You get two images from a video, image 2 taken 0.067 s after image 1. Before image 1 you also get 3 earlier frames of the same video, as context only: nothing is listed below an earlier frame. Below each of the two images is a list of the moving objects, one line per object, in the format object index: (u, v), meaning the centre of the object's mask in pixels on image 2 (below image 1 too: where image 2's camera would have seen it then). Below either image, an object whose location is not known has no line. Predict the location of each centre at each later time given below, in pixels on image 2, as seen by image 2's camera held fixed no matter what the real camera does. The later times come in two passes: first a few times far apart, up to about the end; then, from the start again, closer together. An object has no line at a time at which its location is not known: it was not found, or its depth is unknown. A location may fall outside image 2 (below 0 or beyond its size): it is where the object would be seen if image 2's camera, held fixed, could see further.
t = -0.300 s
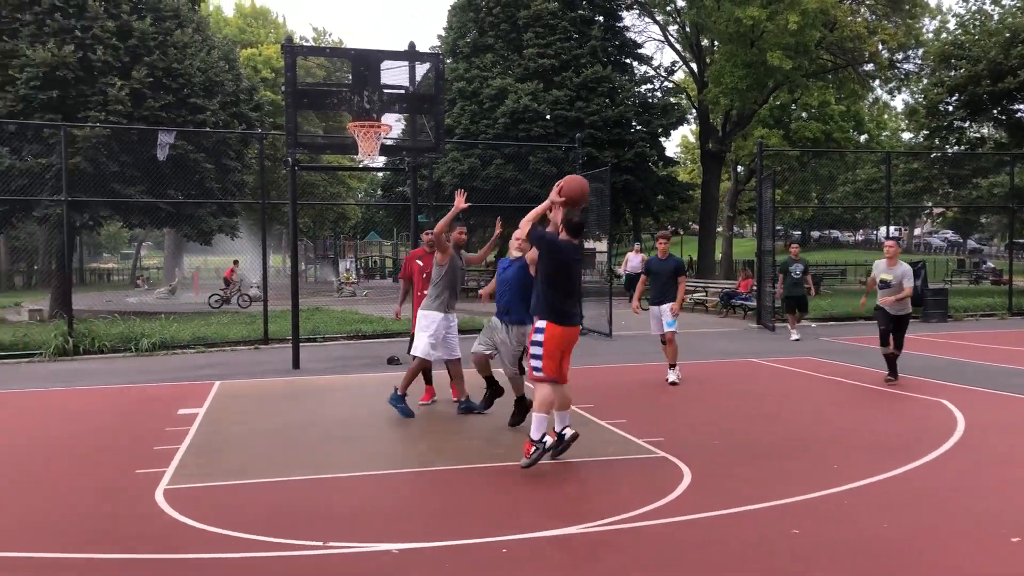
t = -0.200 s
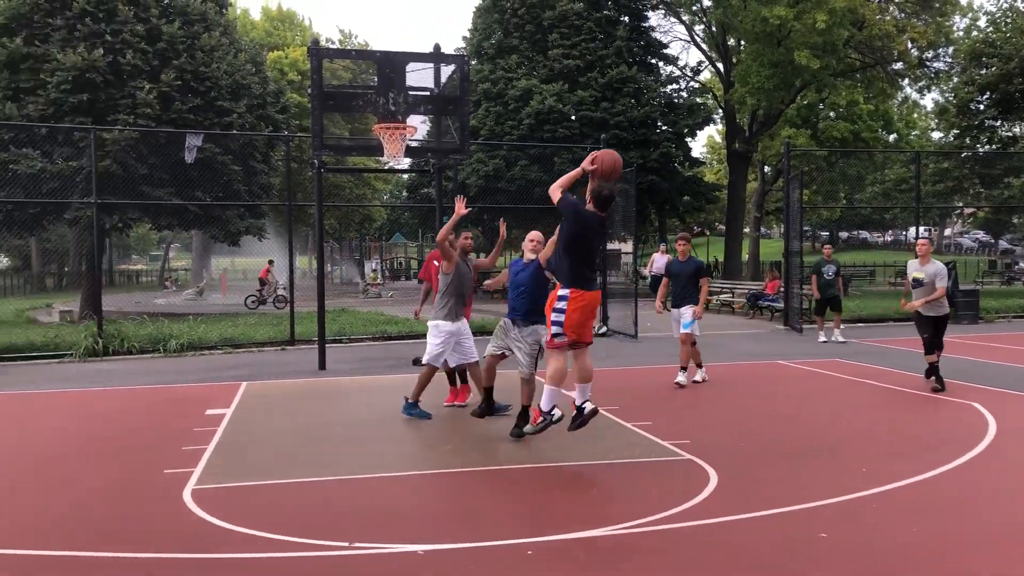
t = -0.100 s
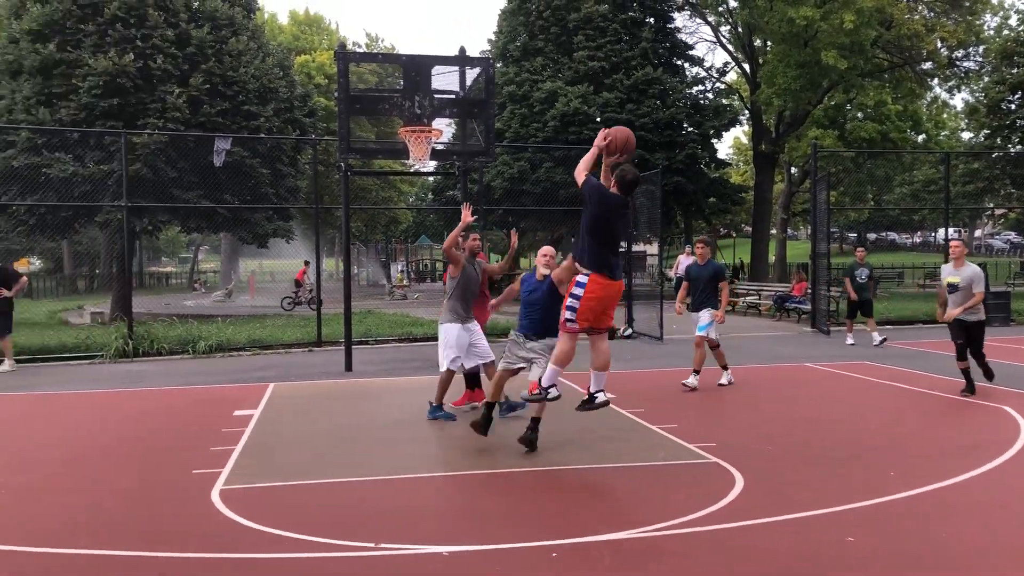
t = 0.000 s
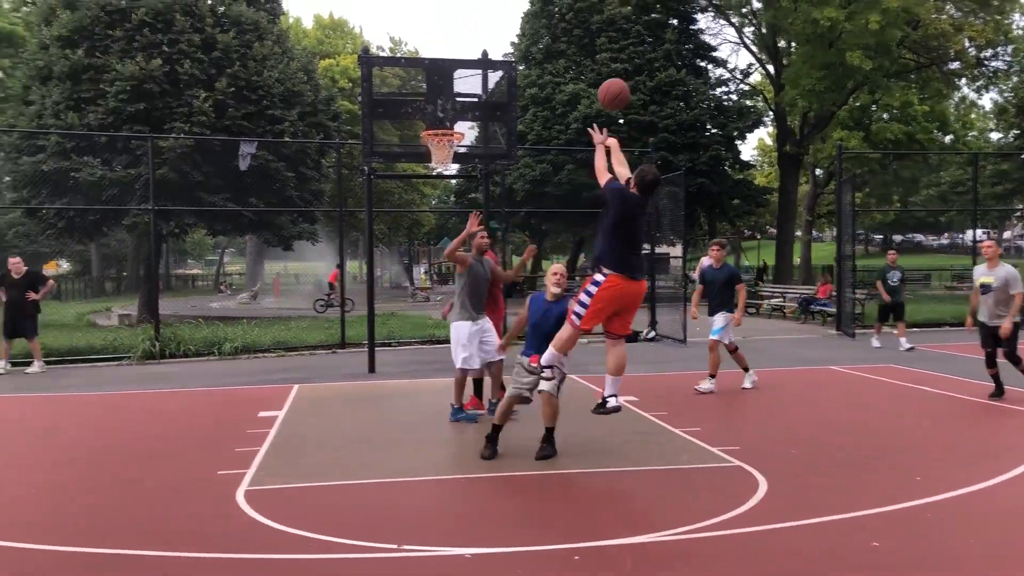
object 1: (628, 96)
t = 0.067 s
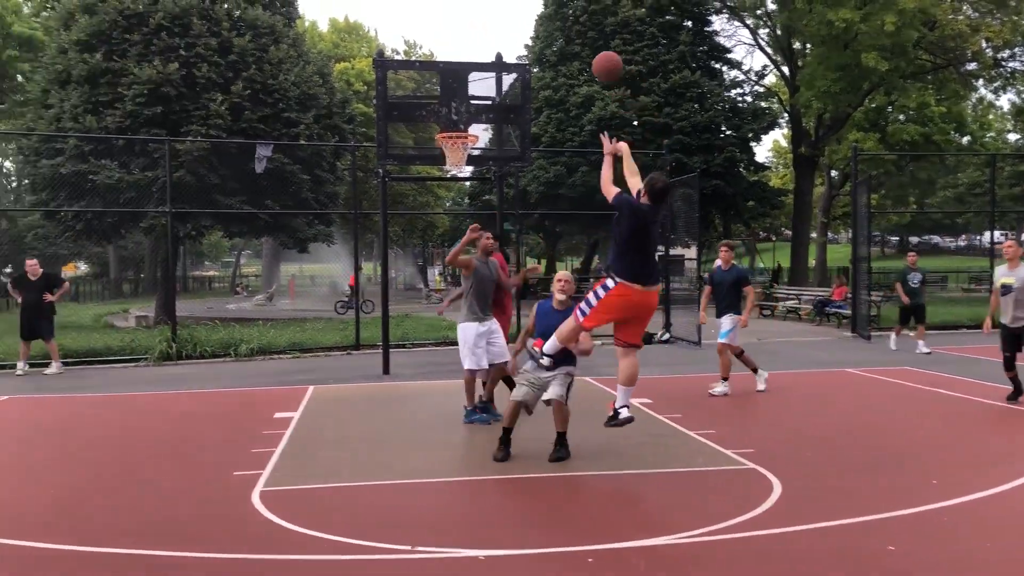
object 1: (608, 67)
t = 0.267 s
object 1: (558, 19)
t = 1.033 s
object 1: (451, 110)
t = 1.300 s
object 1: (444, 119)
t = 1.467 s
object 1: (438, 158)
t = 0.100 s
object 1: (598, 55)
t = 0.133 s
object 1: (589, 45)
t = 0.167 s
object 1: (581, 35)
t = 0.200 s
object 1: (573, 28)
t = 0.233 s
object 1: (566, 23)
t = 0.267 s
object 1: (558, 19)
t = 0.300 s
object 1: (552, 17)
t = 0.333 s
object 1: (544, 15)
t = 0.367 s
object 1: (537, 16)
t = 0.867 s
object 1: (455, 125)
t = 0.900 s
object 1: (454, 126)
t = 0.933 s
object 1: (453, 123)
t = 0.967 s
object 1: (452, 118)
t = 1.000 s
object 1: (451, 114)
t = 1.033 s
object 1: (451, 110)
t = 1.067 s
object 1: (450, 107)
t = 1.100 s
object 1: (449, 107)
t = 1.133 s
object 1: (449, 106)
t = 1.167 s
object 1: (448, 107)
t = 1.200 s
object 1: (447, 108)
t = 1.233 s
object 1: (445, 111)
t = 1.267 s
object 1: (445, 114)
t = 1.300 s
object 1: (444, 119)
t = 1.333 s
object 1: (443, 124)
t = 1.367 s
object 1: (442, 131)
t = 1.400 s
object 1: (441, 139)
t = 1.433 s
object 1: (440, 148)
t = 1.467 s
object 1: (438, 158)
